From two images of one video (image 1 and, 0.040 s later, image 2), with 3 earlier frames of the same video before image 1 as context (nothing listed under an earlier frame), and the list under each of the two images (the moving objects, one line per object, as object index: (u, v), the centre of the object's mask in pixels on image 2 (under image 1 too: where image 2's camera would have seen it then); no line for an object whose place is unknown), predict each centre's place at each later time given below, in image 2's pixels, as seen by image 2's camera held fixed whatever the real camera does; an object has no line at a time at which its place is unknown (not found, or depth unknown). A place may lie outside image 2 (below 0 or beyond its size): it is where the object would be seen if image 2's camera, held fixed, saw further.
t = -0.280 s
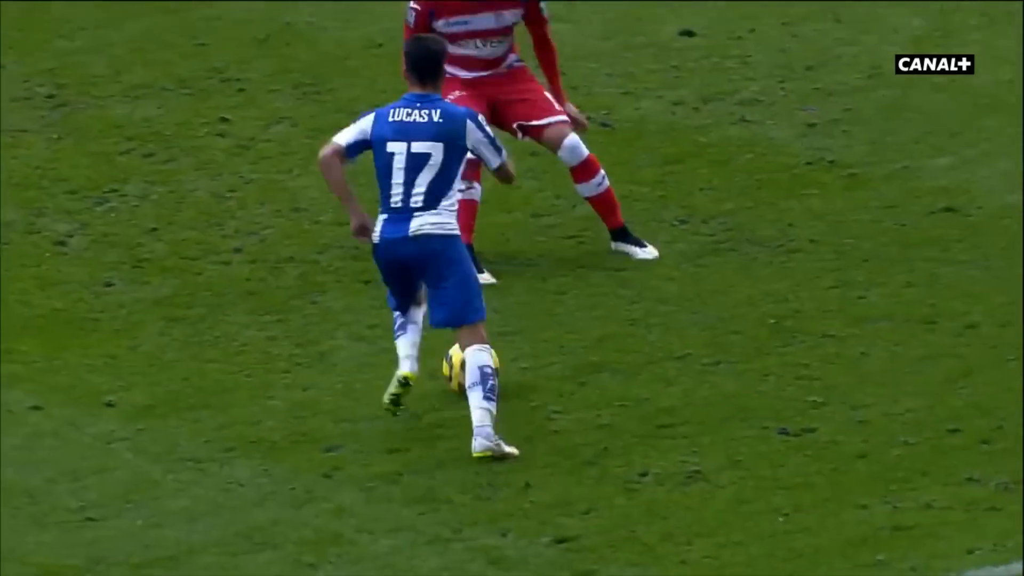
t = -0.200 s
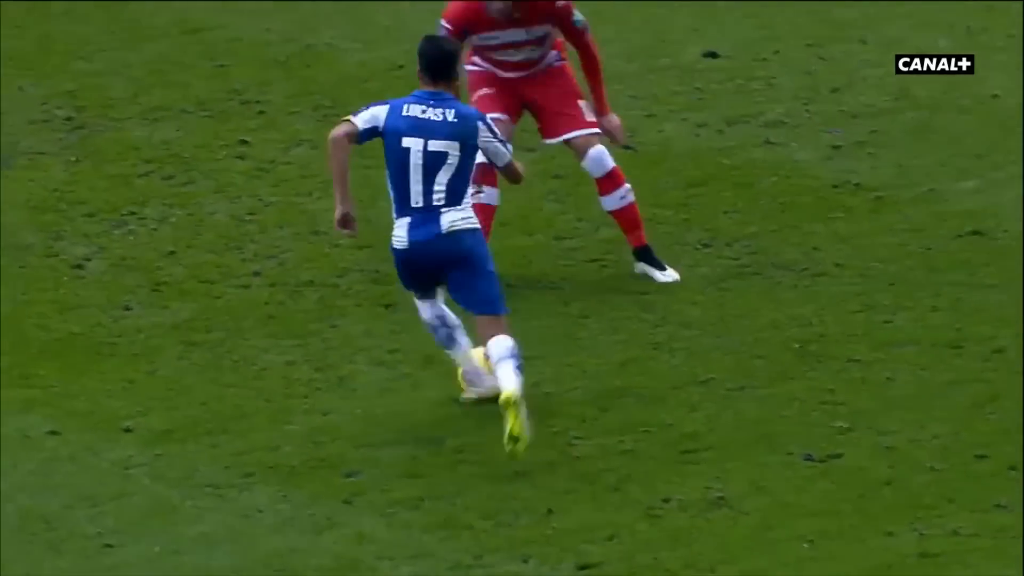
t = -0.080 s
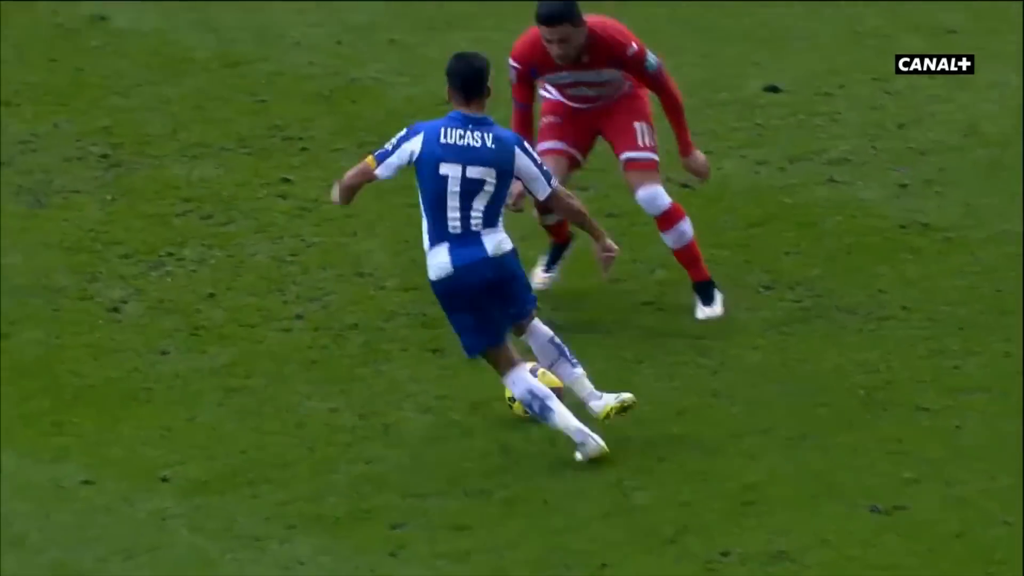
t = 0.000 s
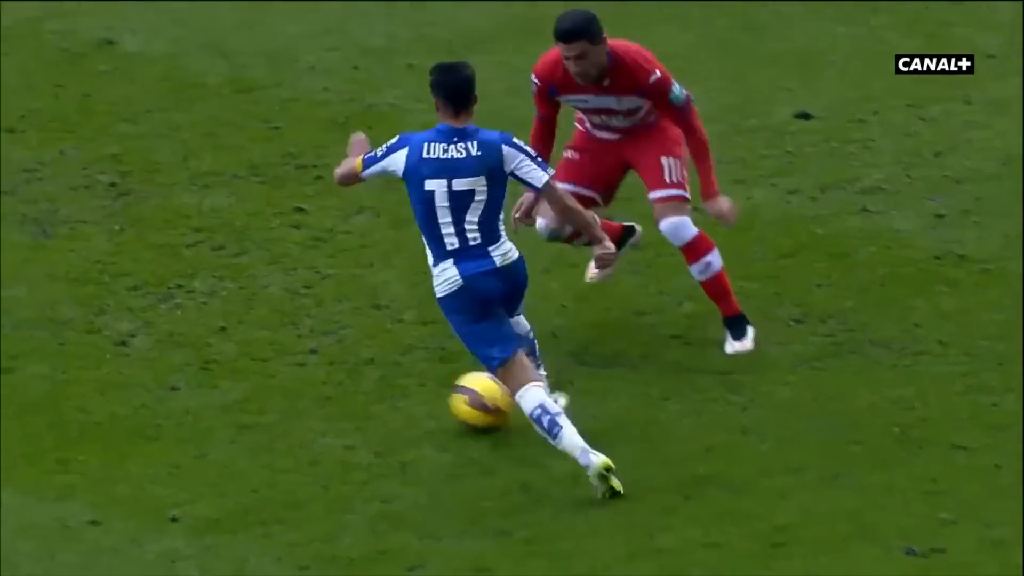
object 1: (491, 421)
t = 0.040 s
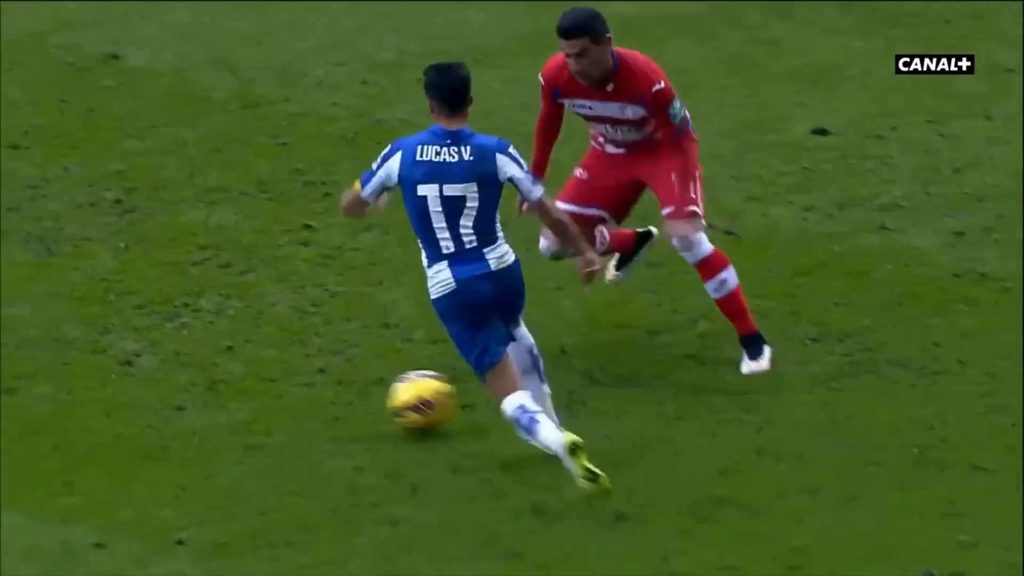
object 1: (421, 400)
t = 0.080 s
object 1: (348, 382)
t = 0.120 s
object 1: (275, 371)
